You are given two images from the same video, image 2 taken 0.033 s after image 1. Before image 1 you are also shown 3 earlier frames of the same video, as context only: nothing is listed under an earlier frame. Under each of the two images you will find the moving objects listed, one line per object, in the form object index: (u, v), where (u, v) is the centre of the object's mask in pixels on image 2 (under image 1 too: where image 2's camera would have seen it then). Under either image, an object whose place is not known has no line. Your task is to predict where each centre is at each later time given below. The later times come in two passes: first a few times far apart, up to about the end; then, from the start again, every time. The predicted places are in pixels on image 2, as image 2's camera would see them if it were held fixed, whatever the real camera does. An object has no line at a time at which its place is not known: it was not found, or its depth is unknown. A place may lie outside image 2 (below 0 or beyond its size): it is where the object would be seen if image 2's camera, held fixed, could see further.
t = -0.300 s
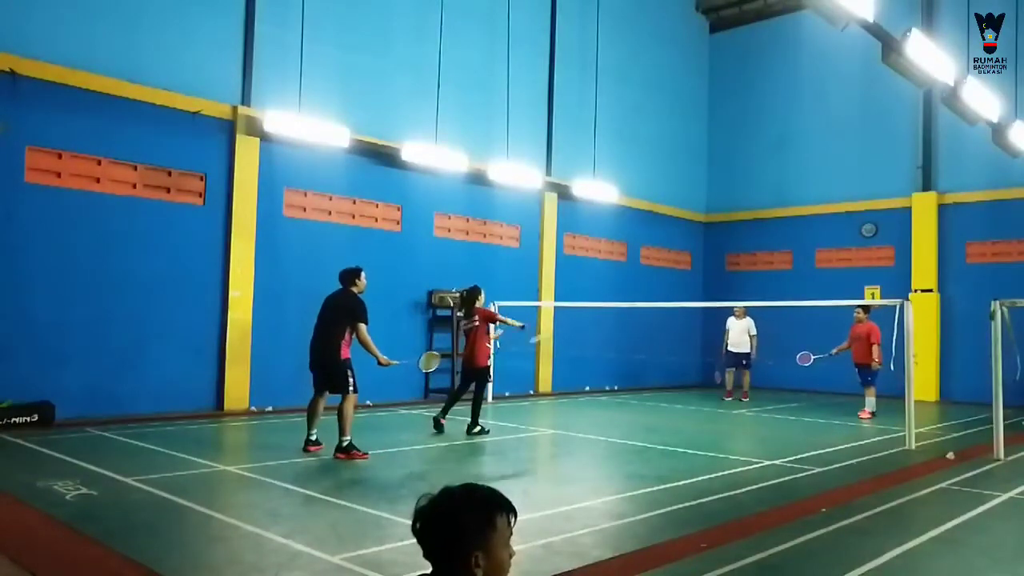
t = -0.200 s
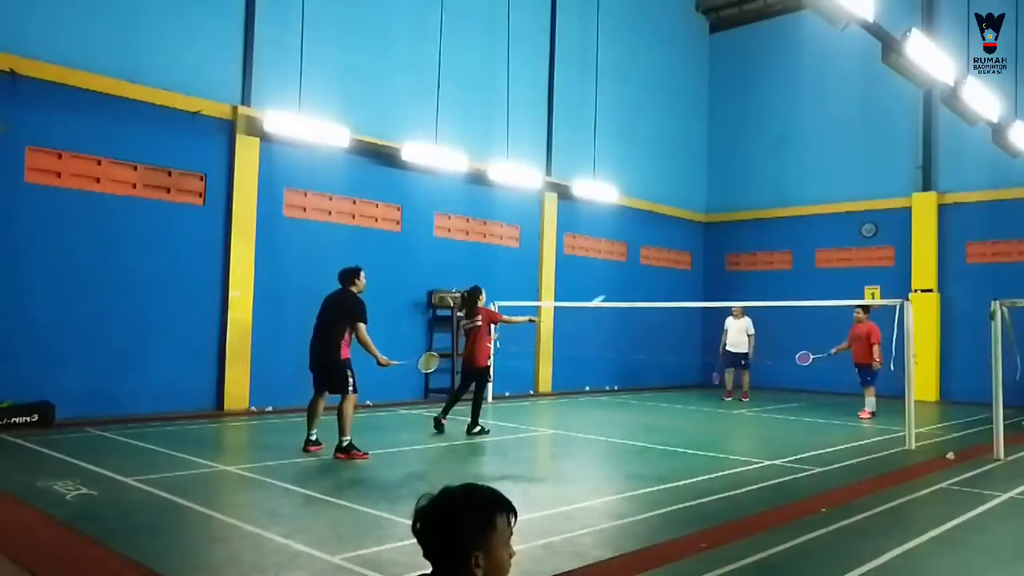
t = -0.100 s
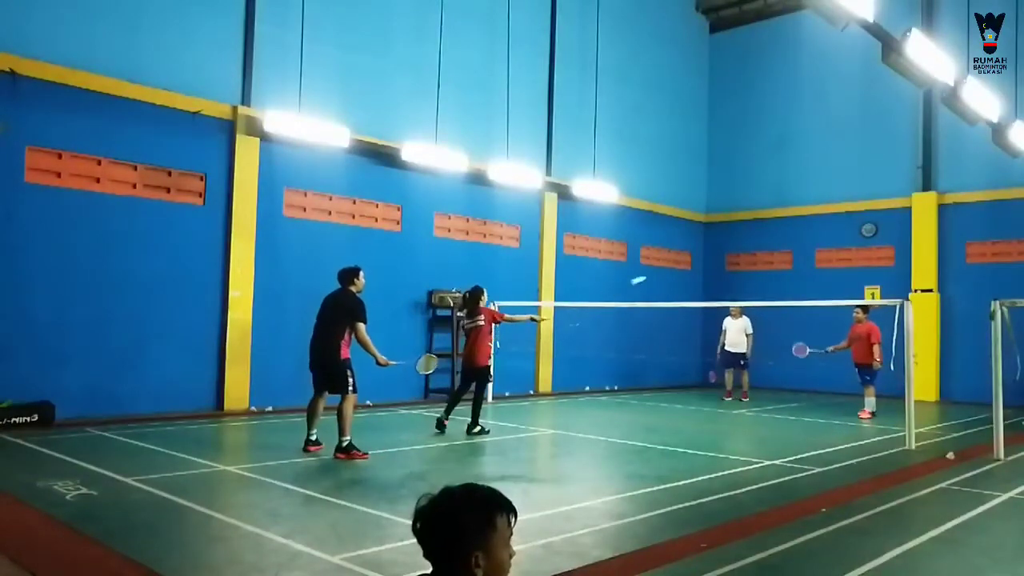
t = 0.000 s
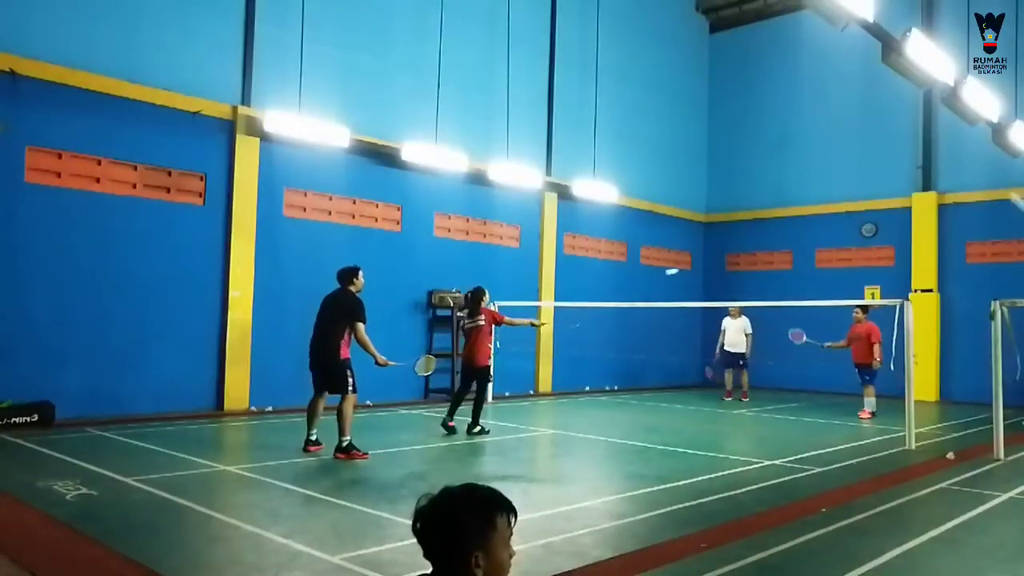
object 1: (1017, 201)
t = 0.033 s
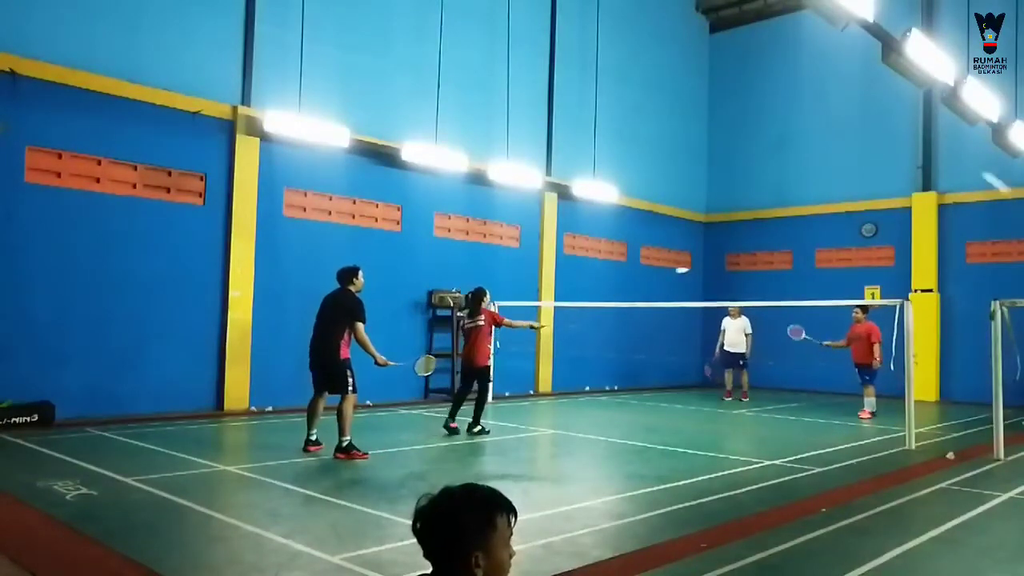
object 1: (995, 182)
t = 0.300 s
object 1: (855, 112)
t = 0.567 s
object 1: (789, 132)
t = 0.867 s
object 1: (747, 209)
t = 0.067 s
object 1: (970, 164)
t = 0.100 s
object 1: (947, 150)
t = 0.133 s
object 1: (928, 139)
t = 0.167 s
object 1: (910, 130)
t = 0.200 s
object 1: (893, 123)
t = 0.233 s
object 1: (876, 117)
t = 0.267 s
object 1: (866, 114)
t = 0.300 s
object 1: (855, 112)
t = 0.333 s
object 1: (844, 111)
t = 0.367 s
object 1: (835, 112)
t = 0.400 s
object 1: (826, 113)
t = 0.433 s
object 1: (817, 115)
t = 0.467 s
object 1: (810, 118)
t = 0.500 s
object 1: (802, 122)
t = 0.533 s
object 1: (796, 127)
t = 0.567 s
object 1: (789, 132)
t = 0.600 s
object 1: (783, 138)
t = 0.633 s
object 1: (778, 145)
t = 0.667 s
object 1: (772, 153)
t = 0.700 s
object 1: (767, 160)
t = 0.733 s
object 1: (763, 169)
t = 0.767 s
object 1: (758, 178)
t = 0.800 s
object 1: (754, 188)
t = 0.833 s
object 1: (750, 198)
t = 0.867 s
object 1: (747, 209)
